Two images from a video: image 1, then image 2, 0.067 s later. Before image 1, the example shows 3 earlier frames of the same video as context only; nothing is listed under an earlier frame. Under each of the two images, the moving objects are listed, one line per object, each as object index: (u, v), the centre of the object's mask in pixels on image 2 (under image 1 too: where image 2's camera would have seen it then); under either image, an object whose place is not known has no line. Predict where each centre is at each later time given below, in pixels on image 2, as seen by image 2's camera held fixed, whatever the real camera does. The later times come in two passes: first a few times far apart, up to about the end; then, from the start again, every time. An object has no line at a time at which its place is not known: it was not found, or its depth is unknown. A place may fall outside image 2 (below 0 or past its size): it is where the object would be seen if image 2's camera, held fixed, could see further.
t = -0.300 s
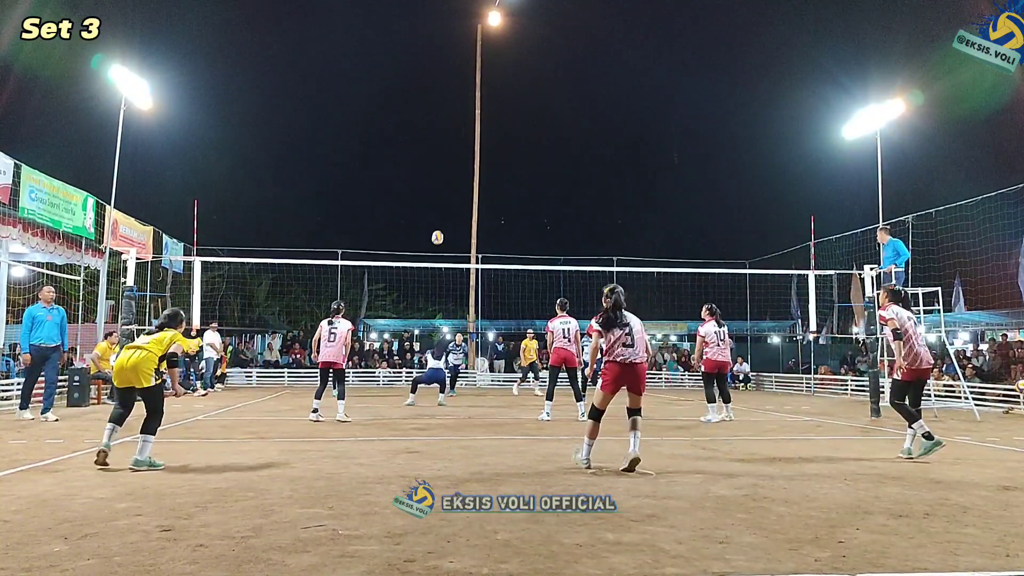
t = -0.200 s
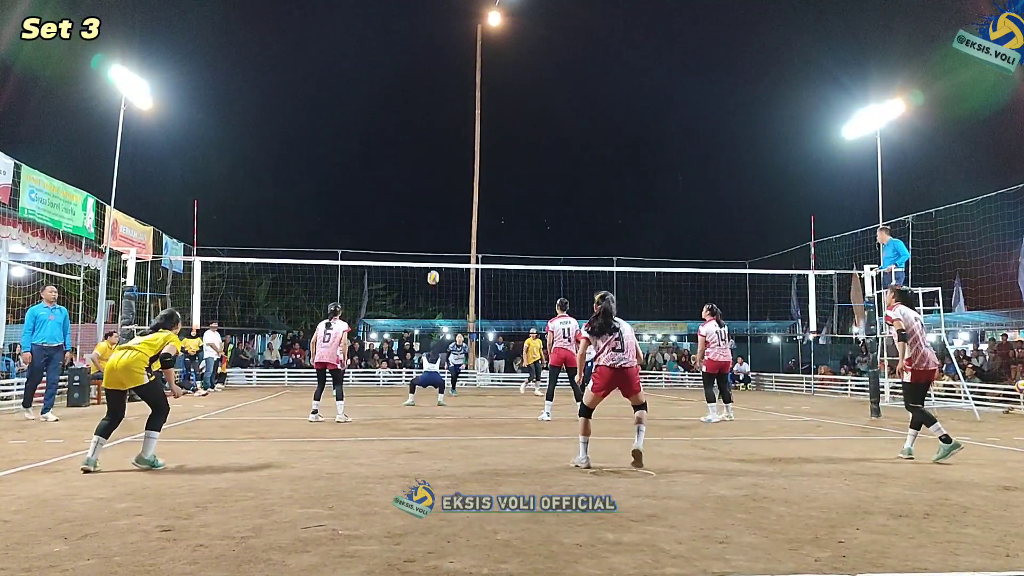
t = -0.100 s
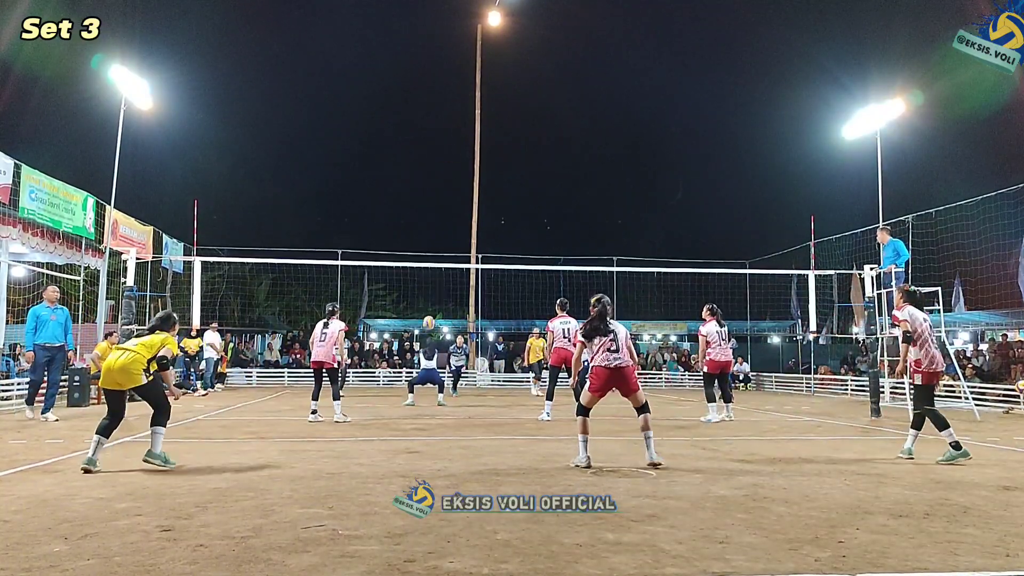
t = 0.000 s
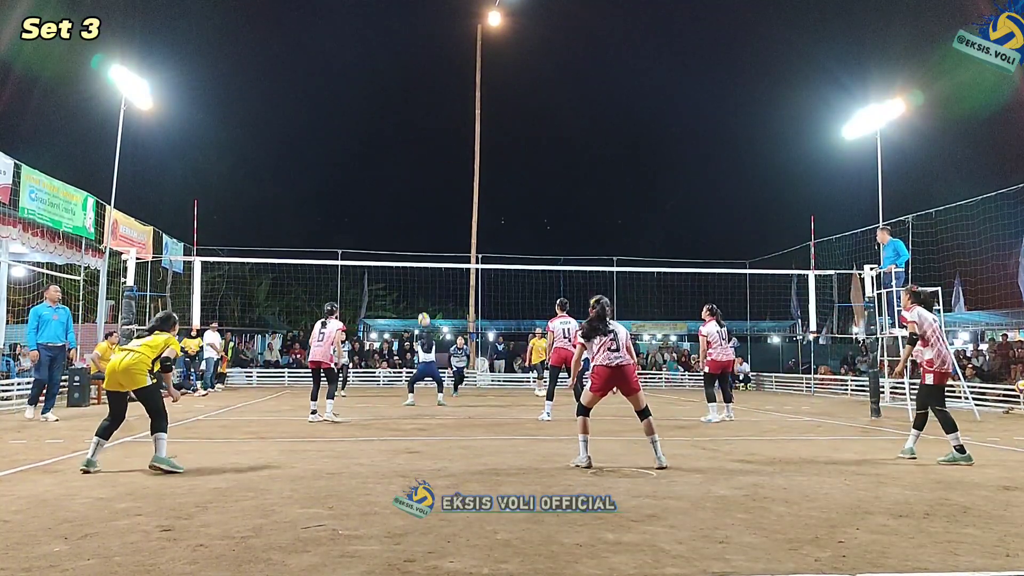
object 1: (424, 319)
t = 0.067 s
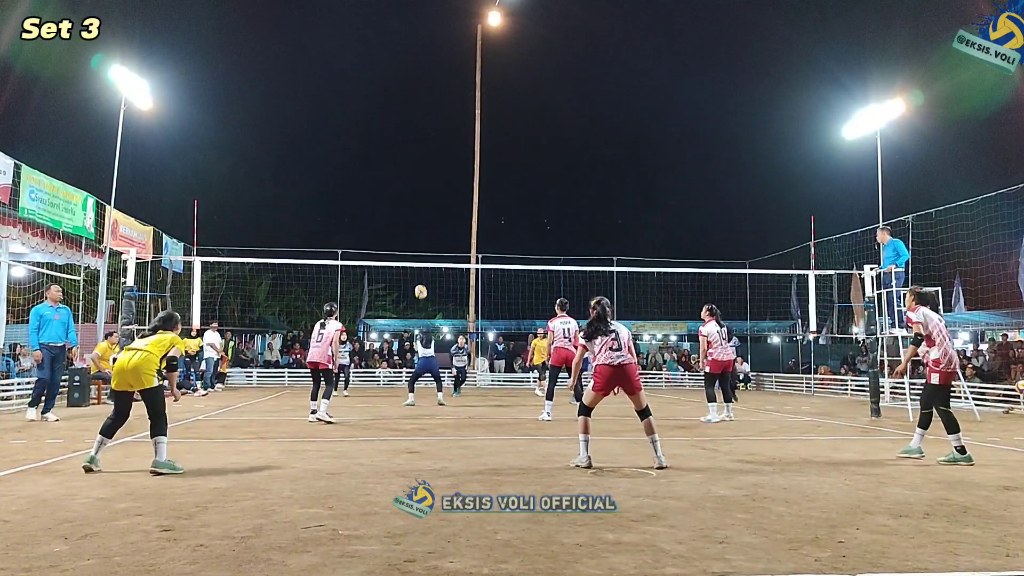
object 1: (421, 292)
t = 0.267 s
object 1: (411, 224)
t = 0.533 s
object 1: (398, 168)
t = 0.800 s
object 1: (384, 149)
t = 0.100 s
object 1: (419, 279)
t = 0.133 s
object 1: (417, 267)
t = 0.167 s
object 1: (416, 255)
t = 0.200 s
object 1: (414, 244)
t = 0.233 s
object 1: (412, 234)
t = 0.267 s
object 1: (411, 224)
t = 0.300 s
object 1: (409, 215)
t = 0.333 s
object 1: (408, 207)
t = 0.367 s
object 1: (406, 199)
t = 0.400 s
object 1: (404, 192)
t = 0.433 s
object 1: (403, 185)
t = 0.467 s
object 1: (401, 179)
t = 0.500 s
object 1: (400, 173)
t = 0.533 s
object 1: (398, 168)
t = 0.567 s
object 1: (396, 164)
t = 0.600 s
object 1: (394, 160)
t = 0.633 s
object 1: (393, 157)
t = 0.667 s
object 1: (391, 154)
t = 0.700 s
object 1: (389, 152)
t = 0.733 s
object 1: (387, 150)
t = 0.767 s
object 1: (386, 150)
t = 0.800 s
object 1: (384, 149)
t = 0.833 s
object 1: (382, 149)
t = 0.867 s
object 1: (380, 150)
